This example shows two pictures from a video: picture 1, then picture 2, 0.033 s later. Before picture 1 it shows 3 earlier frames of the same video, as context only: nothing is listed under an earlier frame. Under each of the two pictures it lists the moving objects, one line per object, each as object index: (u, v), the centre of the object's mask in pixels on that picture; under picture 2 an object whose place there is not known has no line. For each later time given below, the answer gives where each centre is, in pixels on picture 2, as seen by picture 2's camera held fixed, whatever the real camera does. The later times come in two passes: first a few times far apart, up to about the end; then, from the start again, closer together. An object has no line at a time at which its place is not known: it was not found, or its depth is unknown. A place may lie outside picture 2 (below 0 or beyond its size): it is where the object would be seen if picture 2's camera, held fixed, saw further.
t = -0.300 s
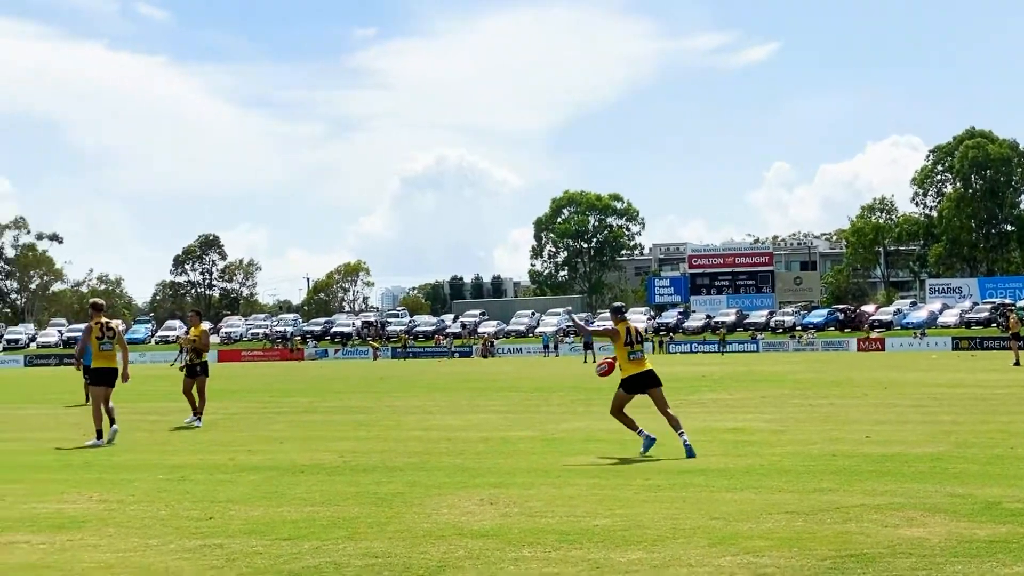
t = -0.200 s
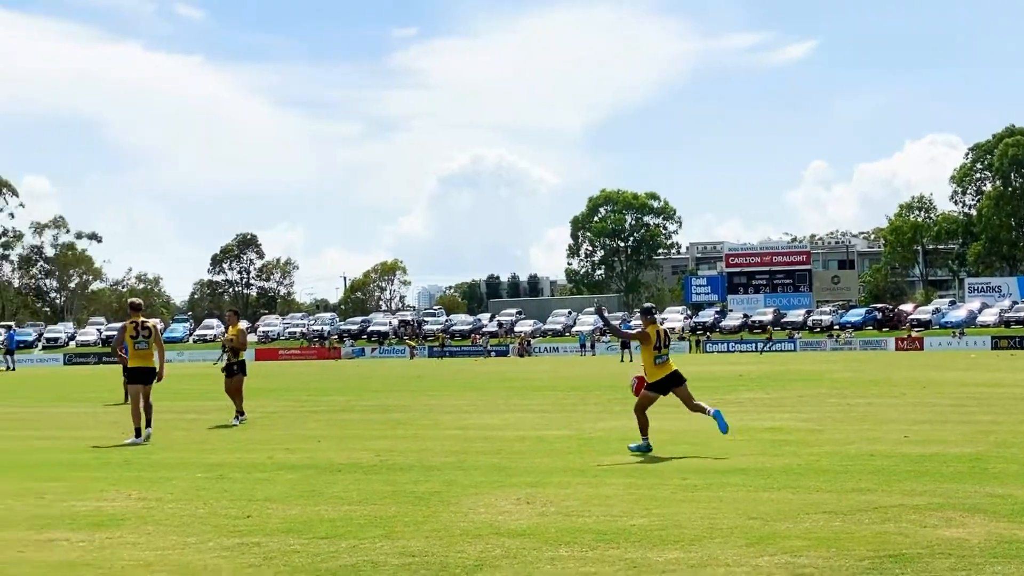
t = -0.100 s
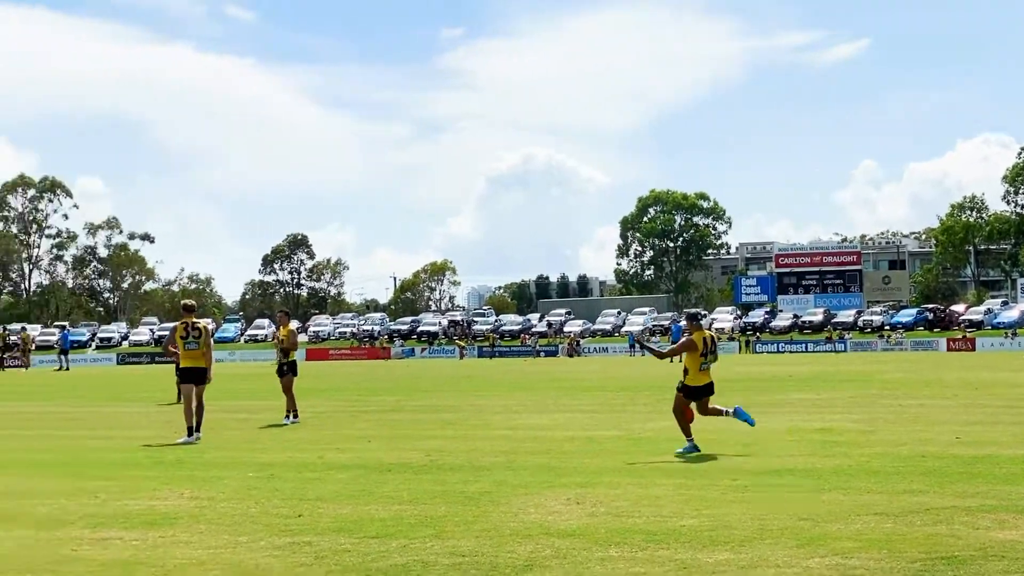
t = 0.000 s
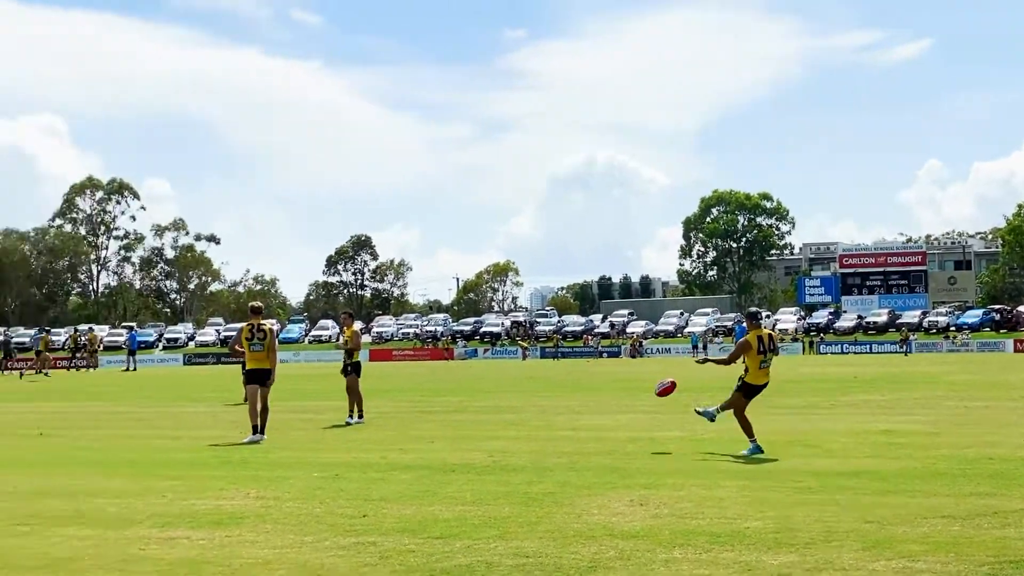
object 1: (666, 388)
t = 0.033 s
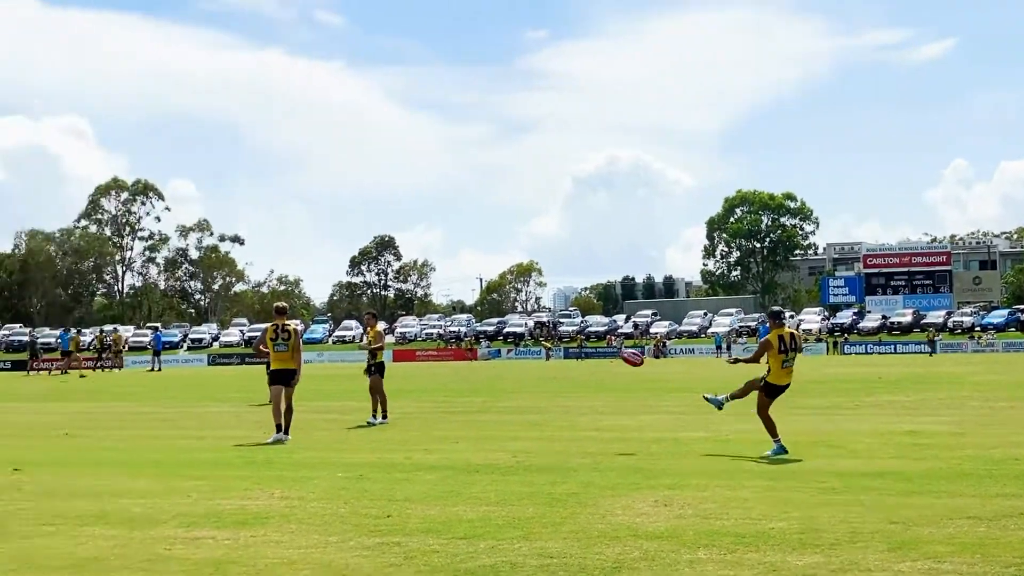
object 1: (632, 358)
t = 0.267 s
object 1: (286, 188)
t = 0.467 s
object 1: (40, 87)
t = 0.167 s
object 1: (424, 253)
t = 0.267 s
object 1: (286, 188)
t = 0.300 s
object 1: (243, 169)
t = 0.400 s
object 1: (119, 118)
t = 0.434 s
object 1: (79, 102)
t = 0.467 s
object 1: (40, 87)
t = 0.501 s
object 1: (1, 72)
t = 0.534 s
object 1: (-38, 59)
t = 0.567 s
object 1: (-76, 46)
